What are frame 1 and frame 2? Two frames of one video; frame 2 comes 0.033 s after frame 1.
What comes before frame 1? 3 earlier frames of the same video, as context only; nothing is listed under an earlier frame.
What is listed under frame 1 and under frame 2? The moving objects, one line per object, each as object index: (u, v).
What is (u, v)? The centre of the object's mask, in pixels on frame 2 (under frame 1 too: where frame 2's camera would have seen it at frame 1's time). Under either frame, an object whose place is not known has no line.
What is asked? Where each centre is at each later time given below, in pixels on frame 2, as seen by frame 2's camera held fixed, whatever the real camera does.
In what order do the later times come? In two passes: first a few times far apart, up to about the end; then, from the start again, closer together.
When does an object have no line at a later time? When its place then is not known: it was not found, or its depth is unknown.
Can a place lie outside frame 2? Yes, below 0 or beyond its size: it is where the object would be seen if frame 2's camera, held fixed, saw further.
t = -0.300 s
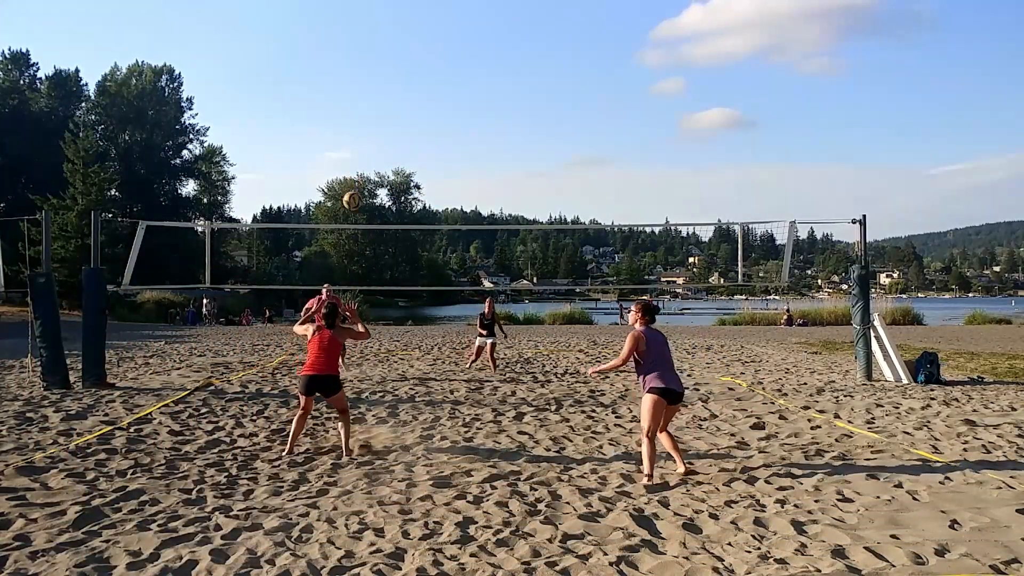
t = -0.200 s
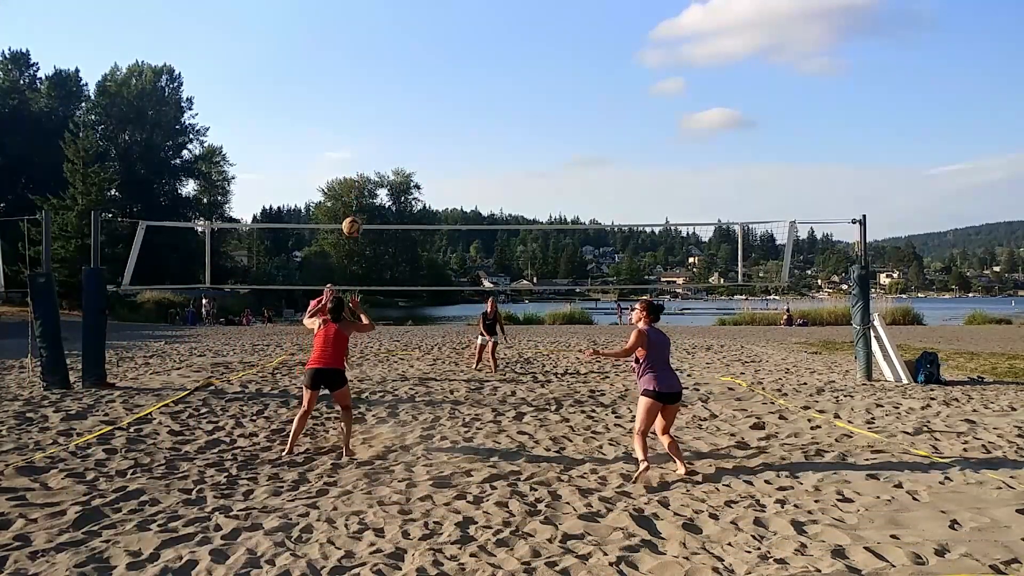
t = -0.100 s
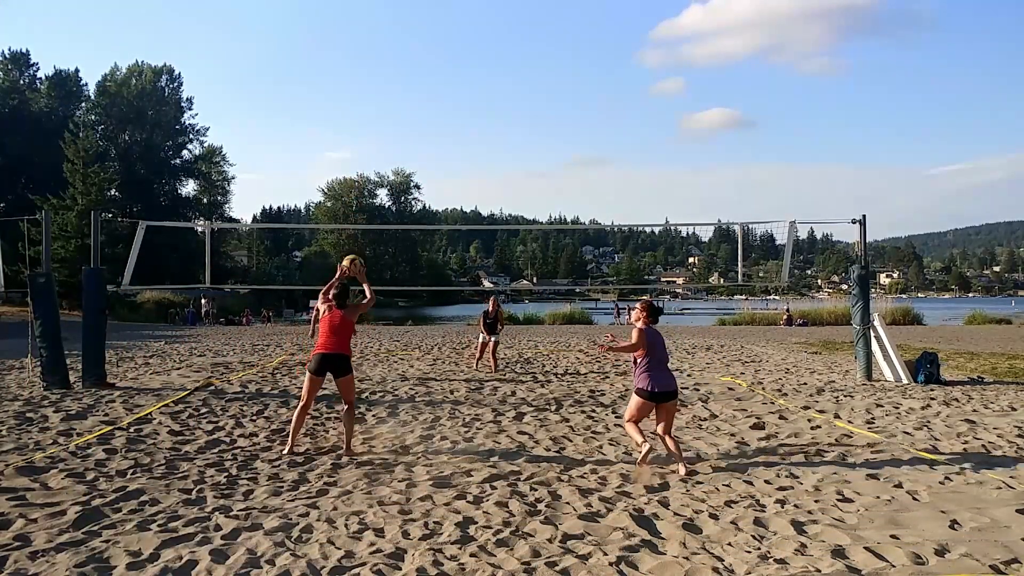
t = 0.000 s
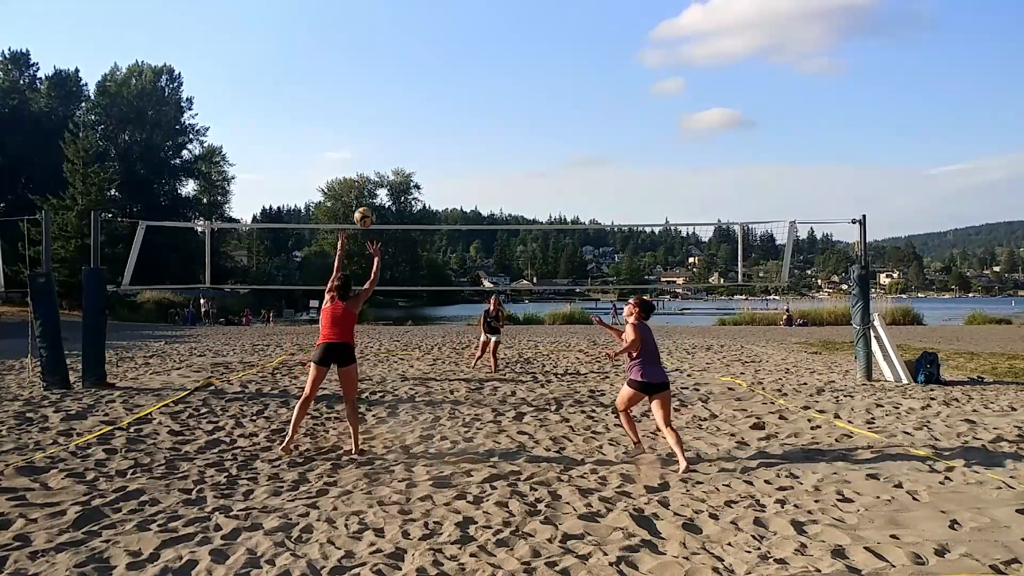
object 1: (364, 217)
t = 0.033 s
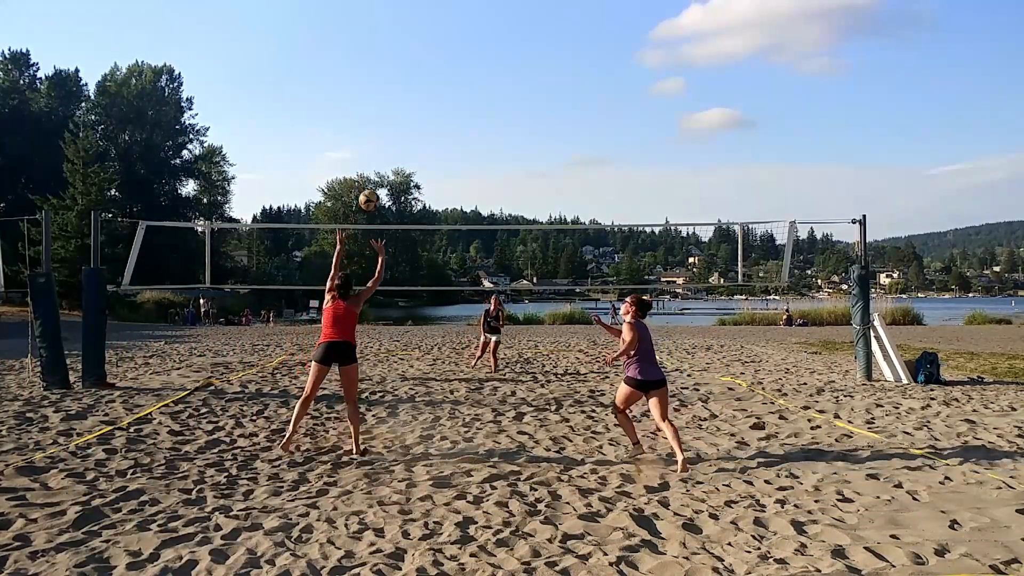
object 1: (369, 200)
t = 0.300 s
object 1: (405, 107)
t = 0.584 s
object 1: (439, 83)
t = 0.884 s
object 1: (473, 131)
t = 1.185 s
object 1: (502, 243)
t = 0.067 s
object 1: (374, 185)
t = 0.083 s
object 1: (377, 177)
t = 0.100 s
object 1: (379, 170)
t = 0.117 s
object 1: (381, 163)
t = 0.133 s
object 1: (383, 157)
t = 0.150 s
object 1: (386, 150)
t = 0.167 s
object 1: (387, 144)
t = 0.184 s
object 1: (390, 139)
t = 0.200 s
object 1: (392, 133)
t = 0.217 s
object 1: (394, 128)
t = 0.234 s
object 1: (396, 123)
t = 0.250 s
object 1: (398, 119)
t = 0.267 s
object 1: (401, 114)
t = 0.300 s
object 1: (405, 107)
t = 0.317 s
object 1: (407, 103)
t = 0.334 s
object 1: (409, 100)
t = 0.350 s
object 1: (411, 97)
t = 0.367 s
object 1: (413, 94)
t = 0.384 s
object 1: (415, 92)
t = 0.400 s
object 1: (417, 90)
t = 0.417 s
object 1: (419, 88)
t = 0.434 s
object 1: (421, 86)
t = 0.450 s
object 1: (423, 85)
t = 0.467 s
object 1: (425, 84)
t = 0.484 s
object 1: (427, 83)
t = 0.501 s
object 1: (429, 82)
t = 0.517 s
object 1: (431, 82)
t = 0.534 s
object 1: (433, 82)
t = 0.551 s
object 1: (435, 82)
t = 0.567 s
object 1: (437, 82)
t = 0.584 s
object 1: (439, 83)
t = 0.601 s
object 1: (441, 83)
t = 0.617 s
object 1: (443, 84)
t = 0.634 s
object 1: (445, 86)
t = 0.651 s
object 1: (447, 87)
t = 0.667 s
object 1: (449, 89)
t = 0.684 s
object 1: (451, 91)
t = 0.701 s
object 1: (453, 93)
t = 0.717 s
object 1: (455, 96)
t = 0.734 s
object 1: (456, 98)
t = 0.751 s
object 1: (458, 101)
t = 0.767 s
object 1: (460, 104)
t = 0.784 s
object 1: (462, 107)
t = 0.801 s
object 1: (464, 111)
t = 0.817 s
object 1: (466, 114)
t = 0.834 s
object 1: (468, 118)
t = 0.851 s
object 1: (469, 122)
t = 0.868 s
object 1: (471, 127)
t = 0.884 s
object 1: (473, 131)
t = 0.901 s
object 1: (475, 136)
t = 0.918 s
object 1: (476, 141)
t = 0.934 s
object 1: (478, 146)
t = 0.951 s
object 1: (480, 151)
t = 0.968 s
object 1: (482, 157)
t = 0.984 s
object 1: (483, 162)
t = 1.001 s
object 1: (485, 168)
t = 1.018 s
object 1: (487, 174)
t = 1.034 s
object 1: (488, 181)
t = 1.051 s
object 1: (490, 187)
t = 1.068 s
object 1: (492, 193)
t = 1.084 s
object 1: (493, 200)
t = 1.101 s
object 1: (495, 207)
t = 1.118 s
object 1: (496, 214)
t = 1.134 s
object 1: (496, 221)
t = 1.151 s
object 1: (499, 229)
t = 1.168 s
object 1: (500, 236)
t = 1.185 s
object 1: (502, 243)
